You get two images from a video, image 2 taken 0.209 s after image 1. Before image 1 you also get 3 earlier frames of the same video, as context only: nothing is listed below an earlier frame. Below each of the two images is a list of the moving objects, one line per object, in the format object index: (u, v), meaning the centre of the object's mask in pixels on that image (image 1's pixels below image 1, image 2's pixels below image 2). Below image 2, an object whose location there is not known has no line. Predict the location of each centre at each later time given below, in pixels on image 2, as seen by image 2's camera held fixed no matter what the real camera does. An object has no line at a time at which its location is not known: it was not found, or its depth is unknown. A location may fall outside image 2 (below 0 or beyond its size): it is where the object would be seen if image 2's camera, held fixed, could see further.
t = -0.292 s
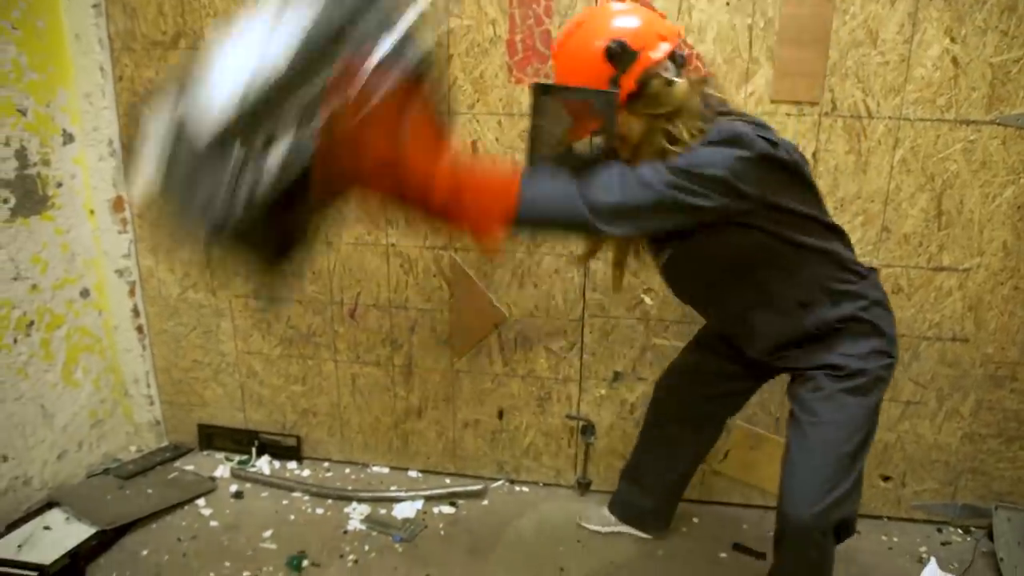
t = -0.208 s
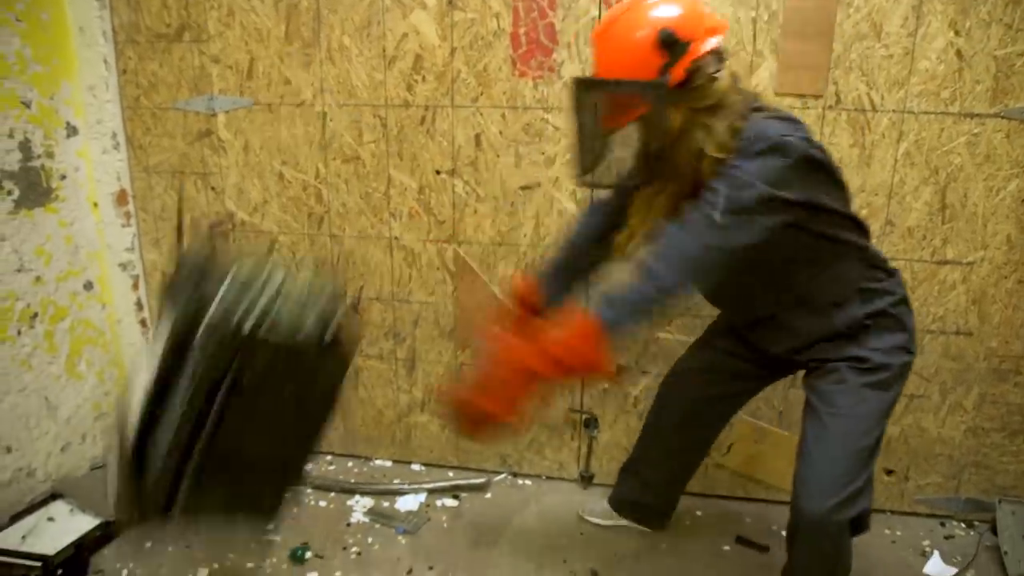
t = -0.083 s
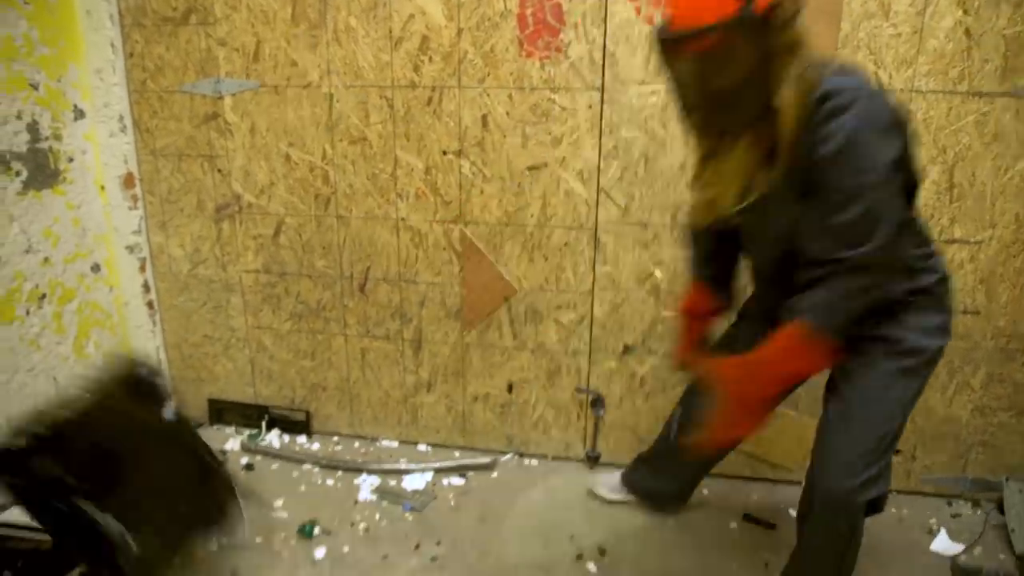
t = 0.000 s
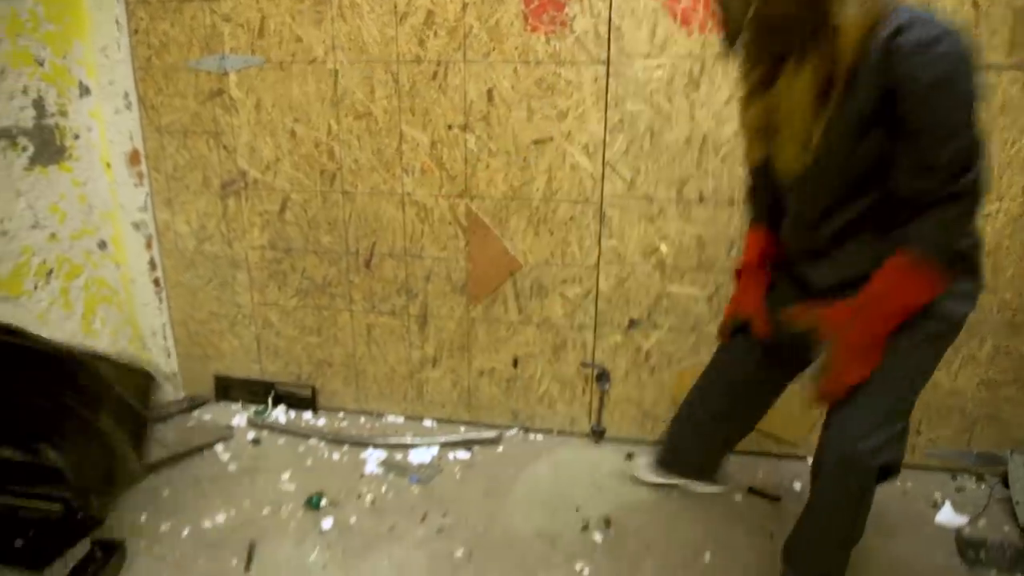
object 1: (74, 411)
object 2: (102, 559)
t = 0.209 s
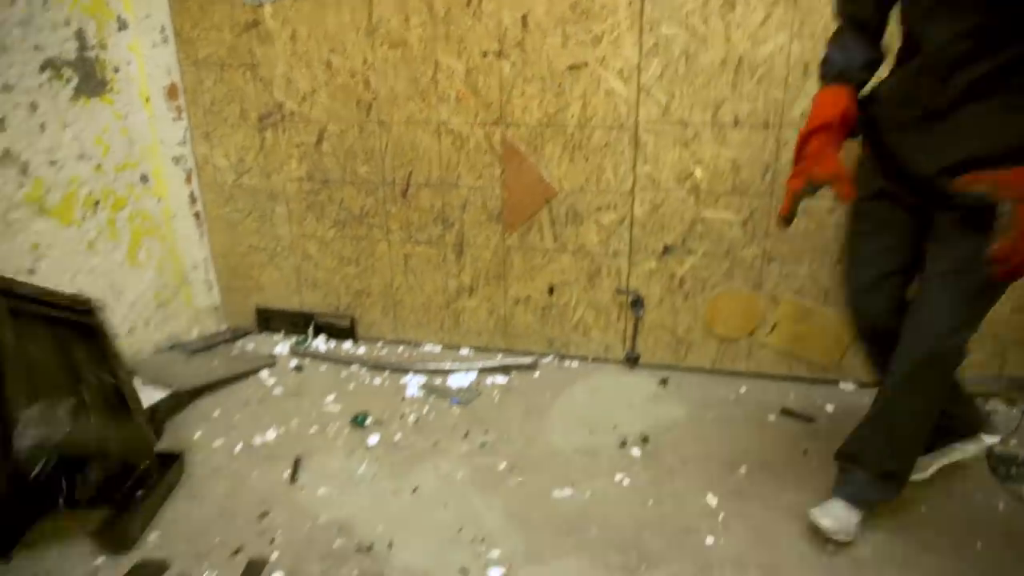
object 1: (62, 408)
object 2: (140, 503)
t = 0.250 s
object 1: (56, 410)
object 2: (164, 498)
